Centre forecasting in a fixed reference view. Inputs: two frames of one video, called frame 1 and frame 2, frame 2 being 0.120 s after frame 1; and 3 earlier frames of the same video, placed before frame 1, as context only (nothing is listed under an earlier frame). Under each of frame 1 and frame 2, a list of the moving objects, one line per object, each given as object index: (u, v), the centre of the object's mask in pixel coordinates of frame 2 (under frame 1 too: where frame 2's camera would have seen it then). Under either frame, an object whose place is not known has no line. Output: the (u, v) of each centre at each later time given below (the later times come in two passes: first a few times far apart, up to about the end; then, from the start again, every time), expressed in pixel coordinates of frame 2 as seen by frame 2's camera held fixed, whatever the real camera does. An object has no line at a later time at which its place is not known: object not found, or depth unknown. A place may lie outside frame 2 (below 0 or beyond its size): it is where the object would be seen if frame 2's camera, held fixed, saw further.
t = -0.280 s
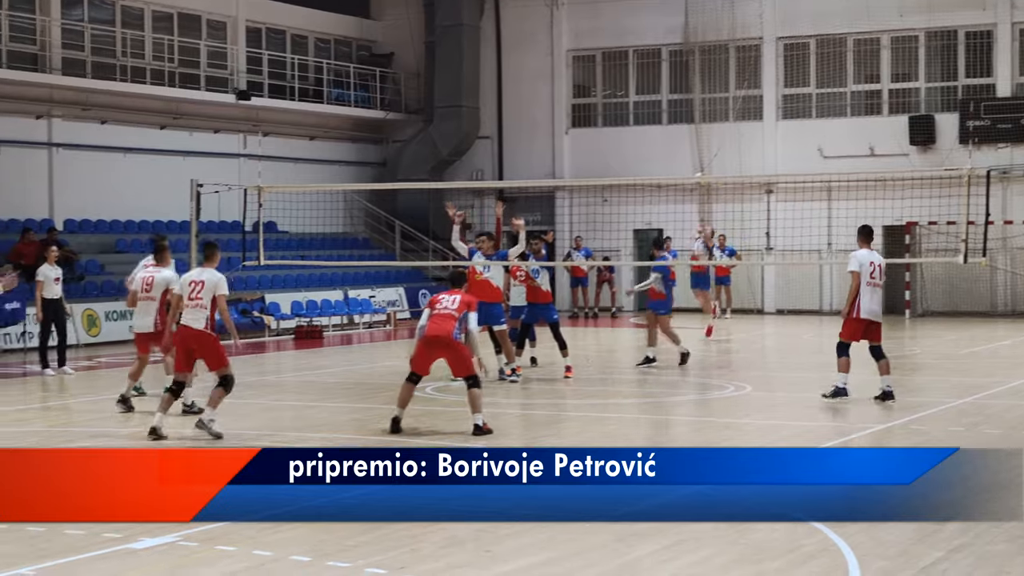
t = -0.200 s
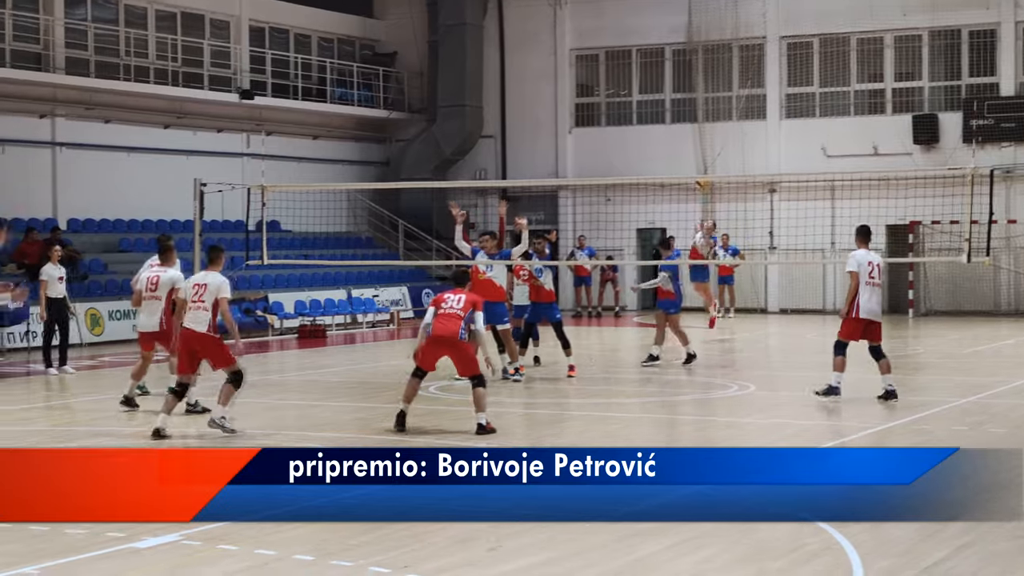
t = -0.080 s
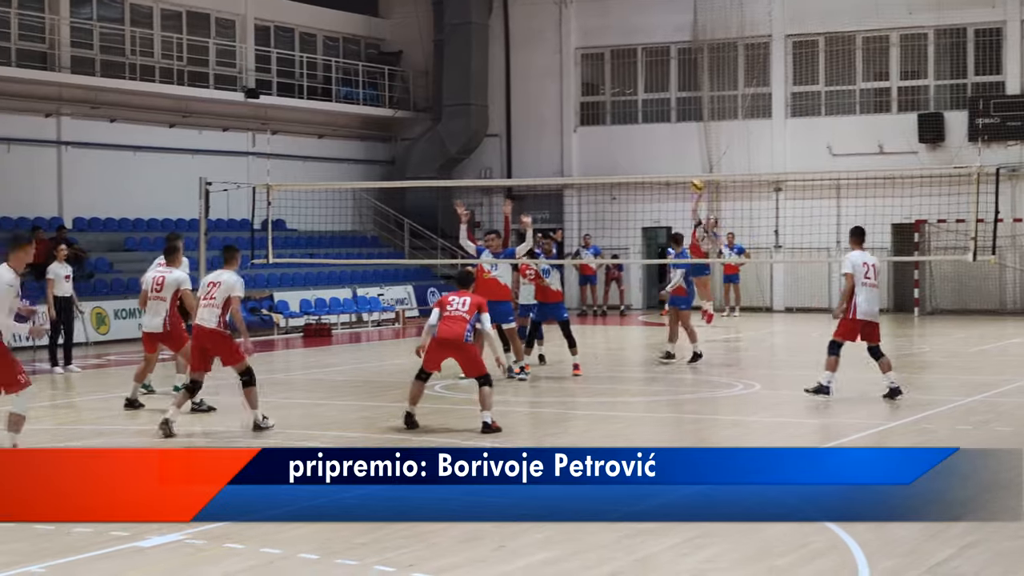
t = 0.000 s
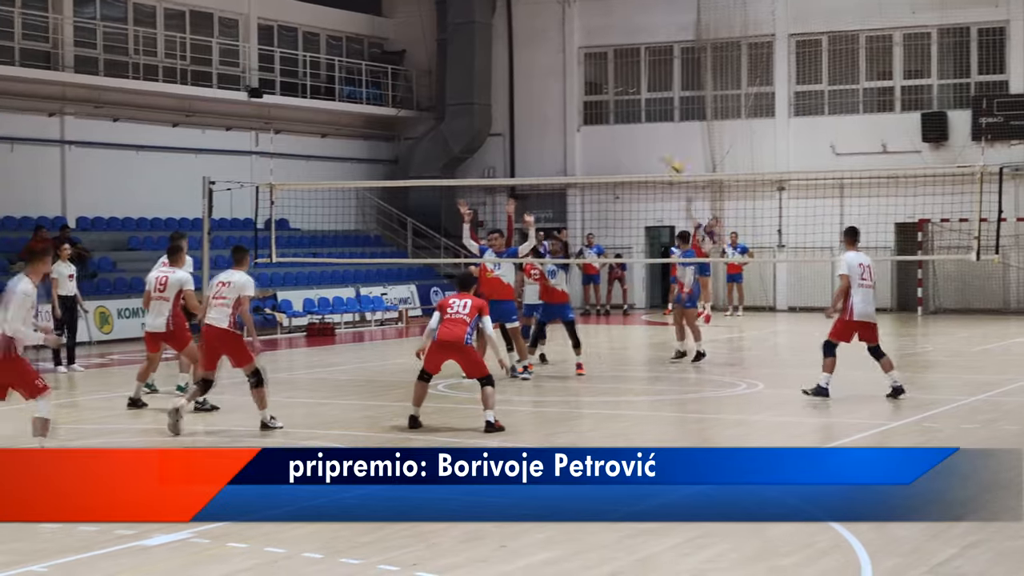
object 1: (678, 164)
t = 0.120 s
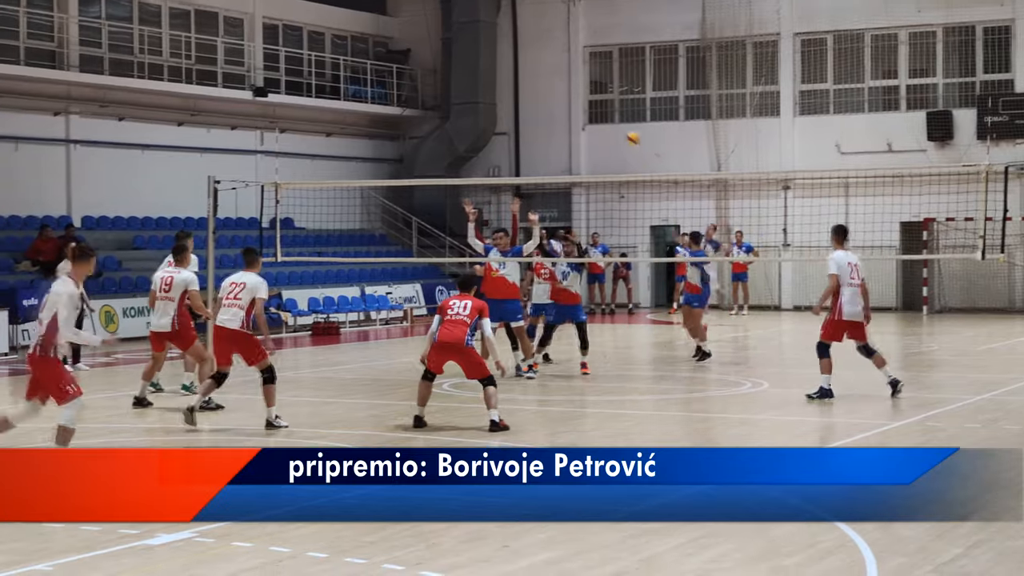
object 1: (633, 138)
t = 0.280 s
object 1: (569, 116)
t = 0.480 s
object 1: (468, 112)
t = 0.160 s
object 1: (620, 131)
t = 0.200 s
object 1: (605, 125)
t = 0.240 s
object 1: (584, 118)
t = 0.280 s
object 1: (569, 116)
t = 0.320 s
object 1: (546, 113)
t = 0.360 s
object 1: (530, 111)
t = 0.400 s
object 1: (513, 110)
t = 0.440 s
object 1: (487, 111)
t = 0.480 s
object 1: (468, 112)
